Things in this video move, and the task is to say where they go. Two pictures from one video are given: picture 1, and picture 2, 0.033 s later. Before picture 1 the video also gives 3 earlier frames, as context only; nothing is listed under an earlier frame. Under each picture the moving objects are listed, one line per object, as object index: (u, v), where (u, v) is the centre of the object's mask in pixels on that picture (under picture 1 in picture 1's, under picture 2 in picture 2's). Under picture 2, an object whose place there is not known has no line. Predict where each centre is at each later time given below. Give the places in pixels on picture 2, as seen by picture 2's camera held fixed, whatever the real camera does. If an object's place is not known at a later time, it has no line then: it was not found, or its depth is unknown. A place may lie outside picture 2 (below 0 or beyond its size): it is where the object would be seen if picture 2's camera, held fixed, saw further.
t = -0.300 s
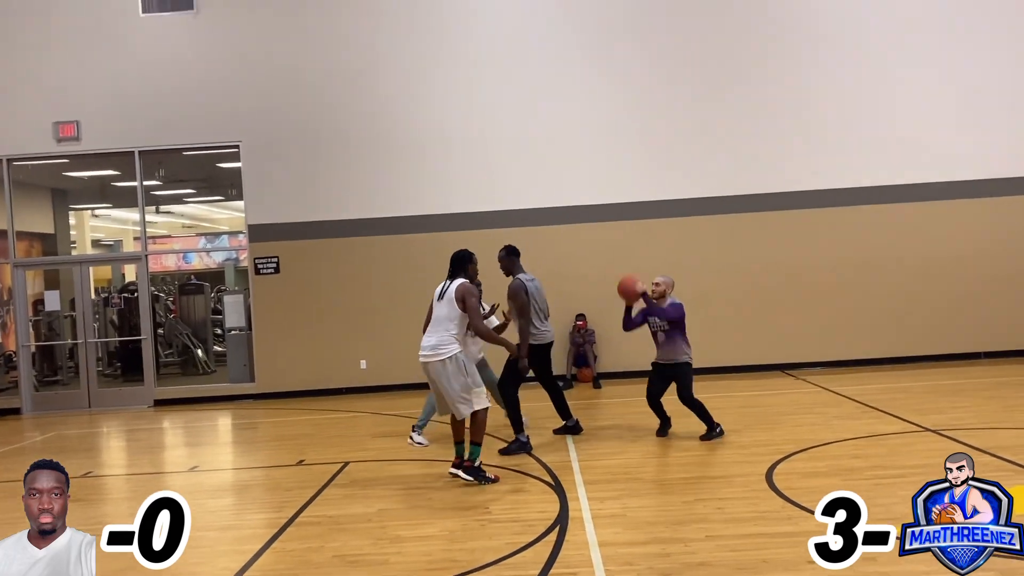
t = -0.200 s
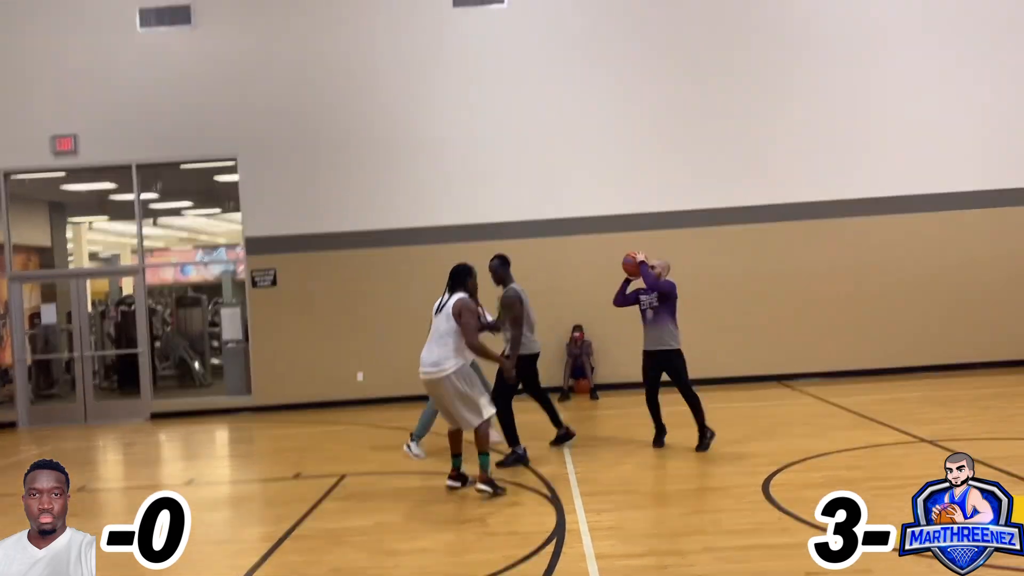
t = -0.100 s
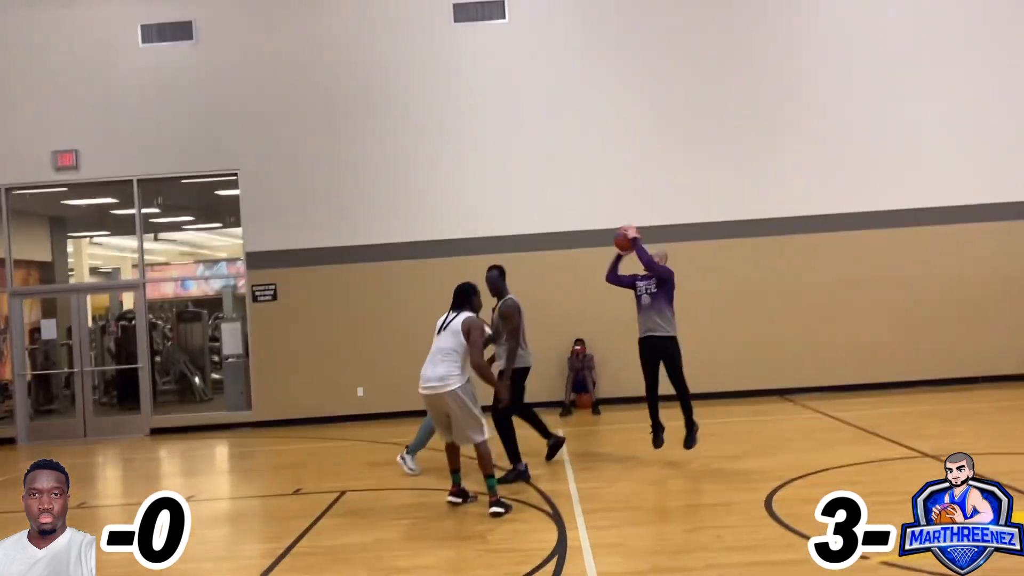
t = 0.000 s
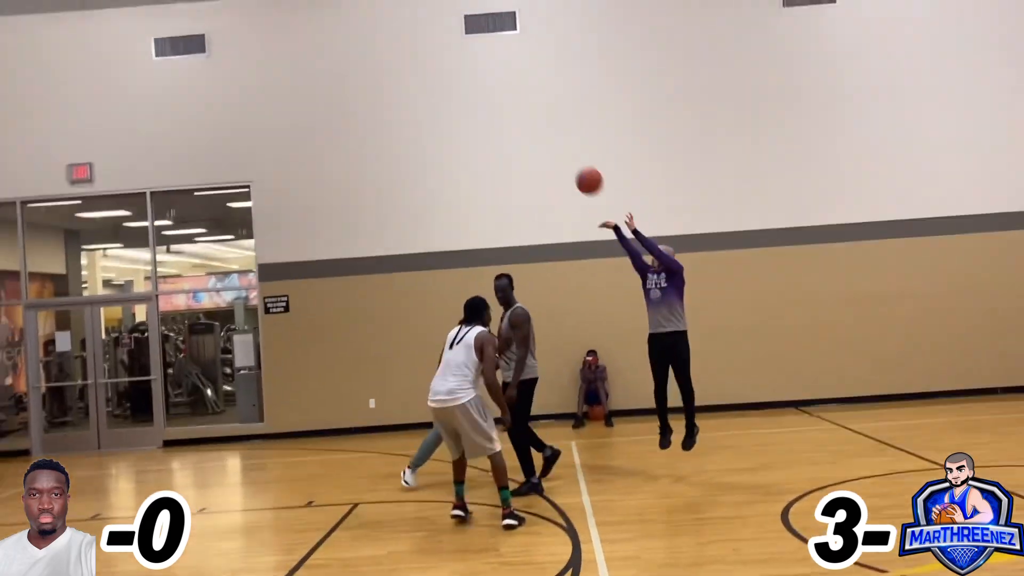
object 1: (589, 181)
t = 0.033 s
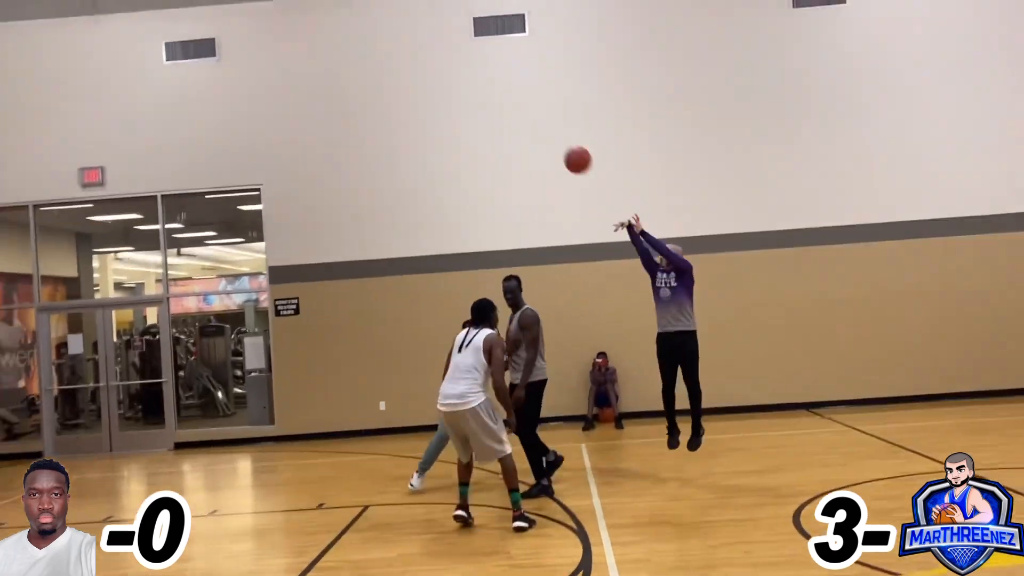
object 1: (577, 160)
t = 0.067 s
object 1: (555, 138)
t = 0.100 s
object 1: (532, 117)
